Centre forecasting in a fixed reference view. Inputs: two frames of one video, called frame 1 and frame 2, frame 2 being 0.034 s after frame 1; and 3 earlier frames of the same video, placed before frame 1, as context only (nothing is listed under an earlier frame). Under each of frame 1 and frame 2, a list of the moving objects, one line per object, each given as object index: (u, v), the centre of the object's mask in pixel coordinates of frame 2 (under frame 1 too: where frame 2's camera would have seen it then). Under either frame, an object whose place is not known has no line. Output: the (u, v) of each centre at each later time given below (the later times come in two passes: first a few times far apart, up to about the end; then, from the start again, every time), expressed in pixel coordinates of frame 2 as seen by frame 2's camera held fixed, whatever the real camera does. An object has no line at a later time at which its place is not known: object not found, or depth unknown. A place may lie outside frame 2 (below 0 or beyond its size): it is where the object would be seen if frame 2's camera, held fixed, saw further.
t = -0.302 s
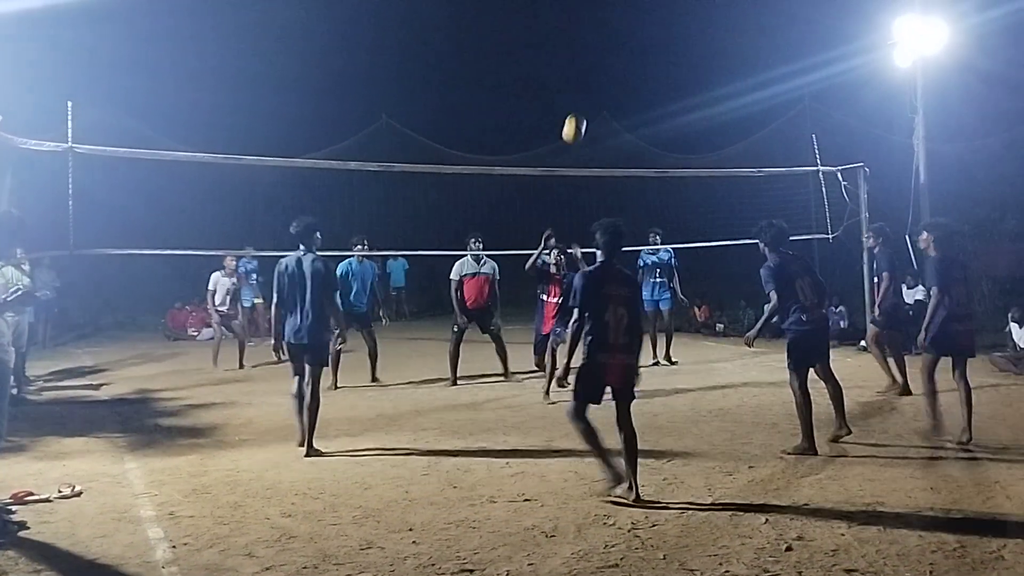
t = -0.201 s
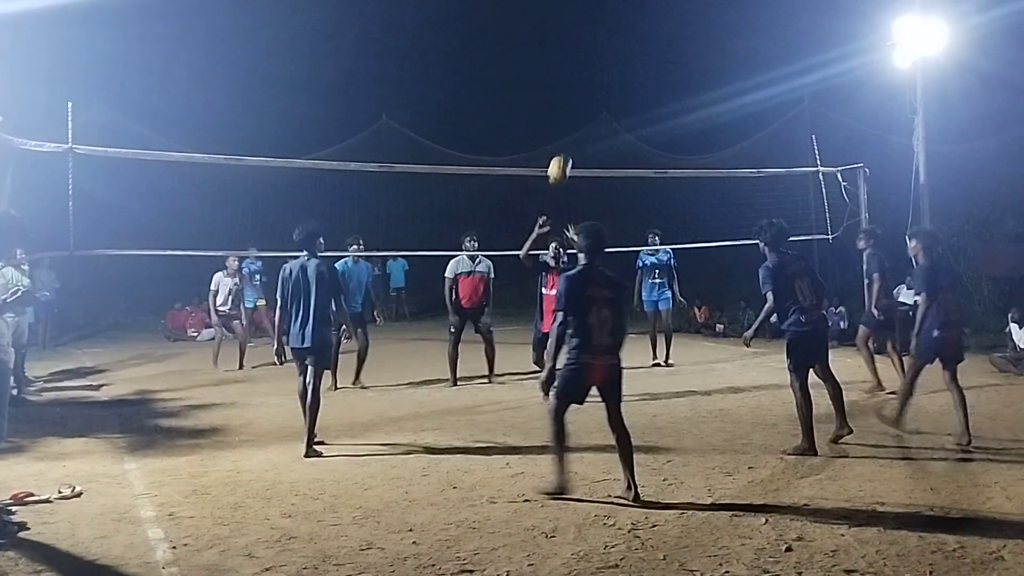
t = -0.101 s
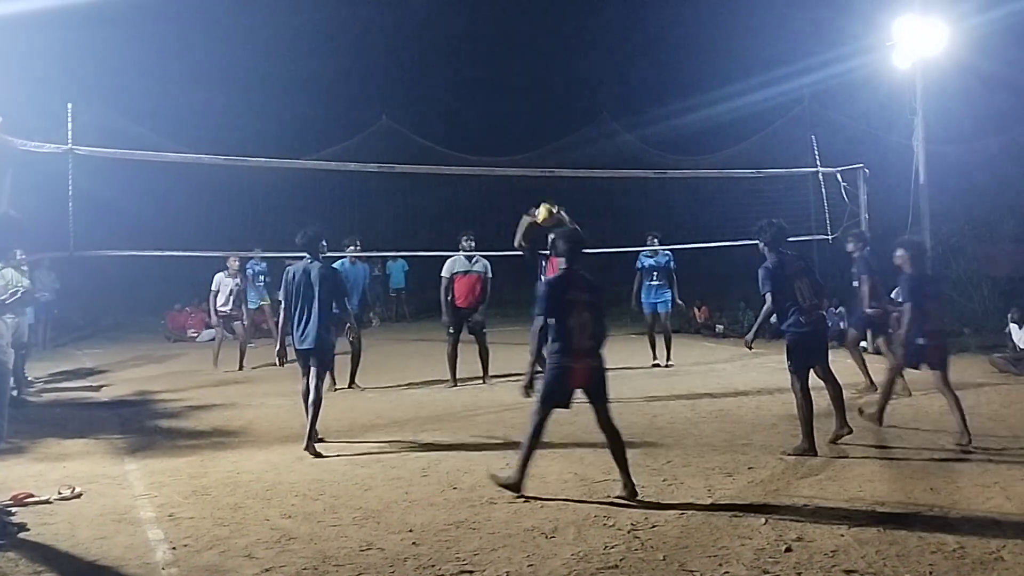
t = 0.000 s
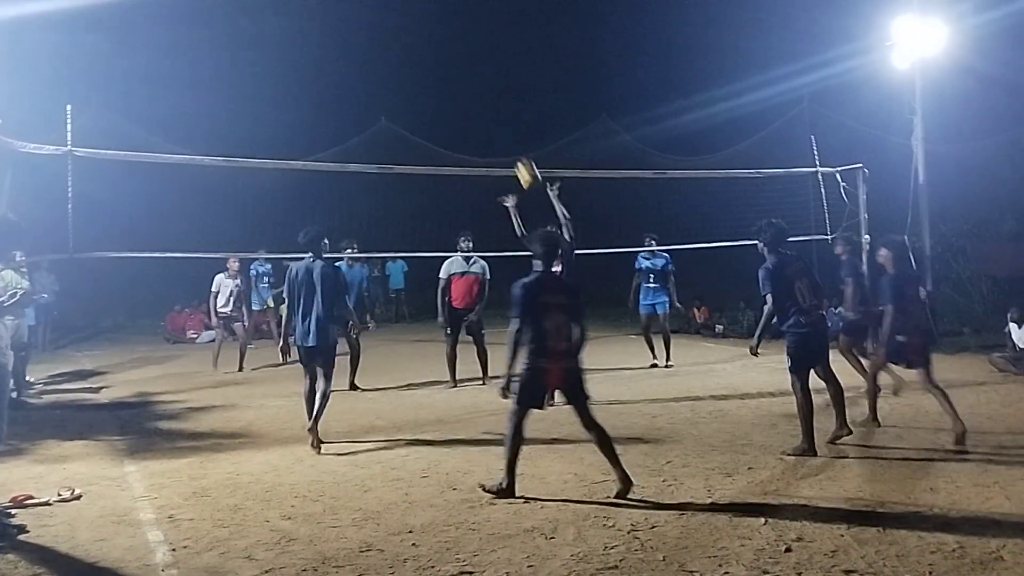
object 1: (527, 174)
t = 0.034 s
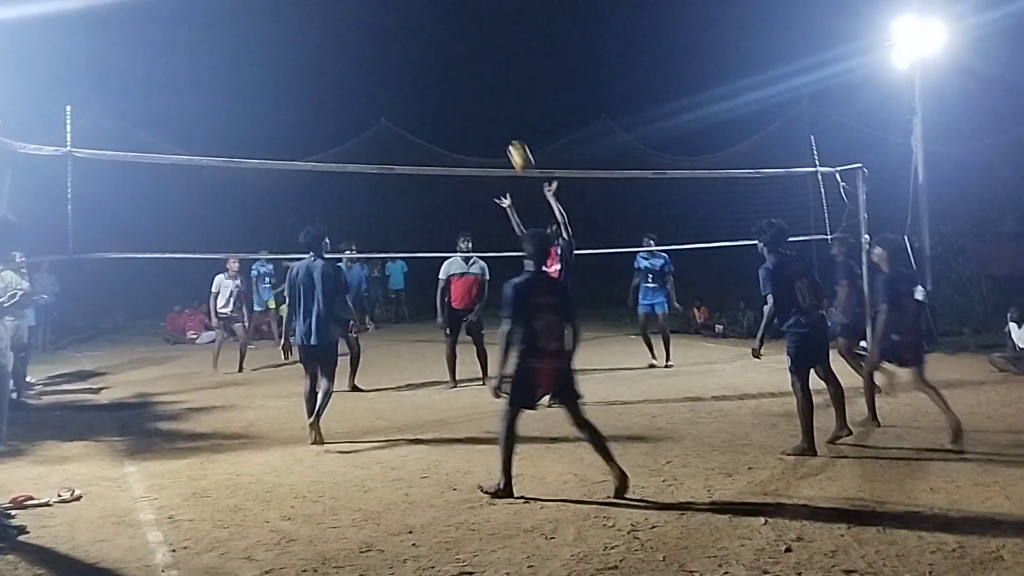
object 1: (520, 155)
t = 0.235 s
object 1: (479, 76)
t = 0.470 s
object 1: (432, 29)
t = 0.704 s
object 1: (389, 37)
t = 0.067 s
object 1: (513, 140)
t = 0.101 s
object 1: (507, 126)
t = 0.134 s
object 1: (499, 111)
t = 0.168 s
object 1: (493, 98)
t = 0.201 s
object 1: (486, 86)
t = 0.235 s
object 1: (479, 76)
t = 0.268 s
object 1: (472, 65)
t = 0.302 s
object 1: (465, 56)
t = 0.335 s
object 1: (459, 49)
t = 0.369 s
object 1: (452, 42)
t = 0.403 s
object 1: (445, 37)
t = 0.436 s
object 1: (439, 33)
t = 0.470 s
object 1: (432, 29)
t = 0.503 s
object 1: (426, 27)
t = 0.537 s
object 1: (420, 26)
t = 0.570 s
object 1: (414, 26)
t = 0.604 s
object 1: (407, 28)
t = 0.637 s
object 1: (401, 30)
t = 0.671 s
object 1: (395, 33)
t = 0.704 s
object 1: (389, 37)
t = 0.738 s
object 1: (383, 43)
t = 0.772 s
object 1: (377, 49)
